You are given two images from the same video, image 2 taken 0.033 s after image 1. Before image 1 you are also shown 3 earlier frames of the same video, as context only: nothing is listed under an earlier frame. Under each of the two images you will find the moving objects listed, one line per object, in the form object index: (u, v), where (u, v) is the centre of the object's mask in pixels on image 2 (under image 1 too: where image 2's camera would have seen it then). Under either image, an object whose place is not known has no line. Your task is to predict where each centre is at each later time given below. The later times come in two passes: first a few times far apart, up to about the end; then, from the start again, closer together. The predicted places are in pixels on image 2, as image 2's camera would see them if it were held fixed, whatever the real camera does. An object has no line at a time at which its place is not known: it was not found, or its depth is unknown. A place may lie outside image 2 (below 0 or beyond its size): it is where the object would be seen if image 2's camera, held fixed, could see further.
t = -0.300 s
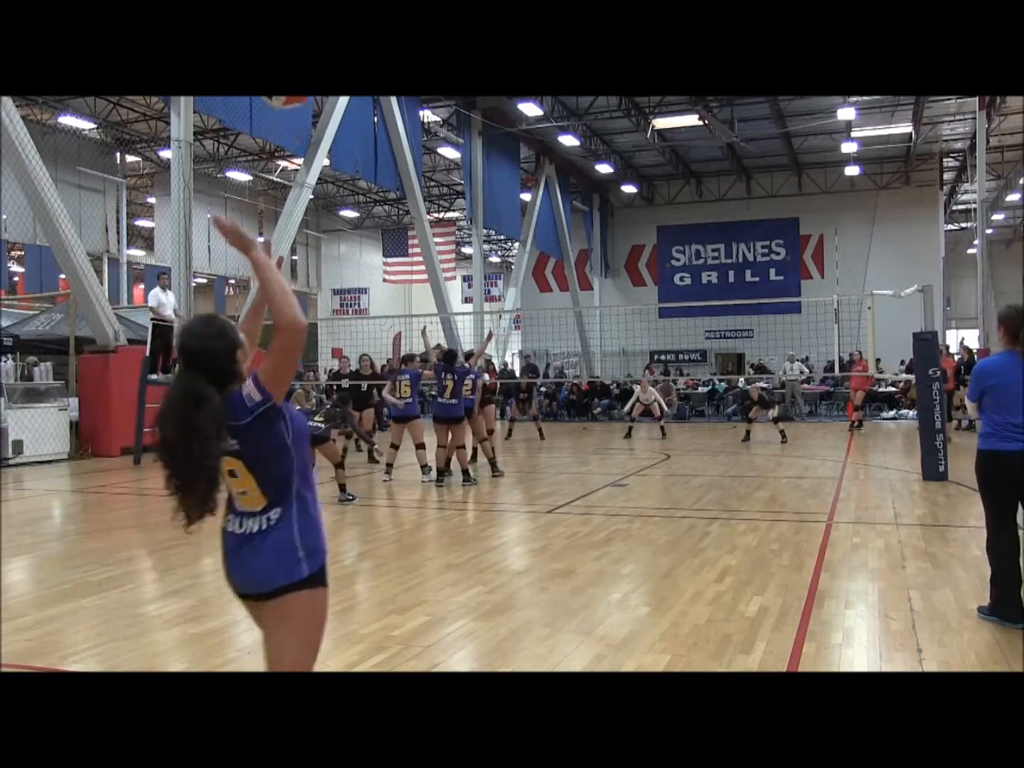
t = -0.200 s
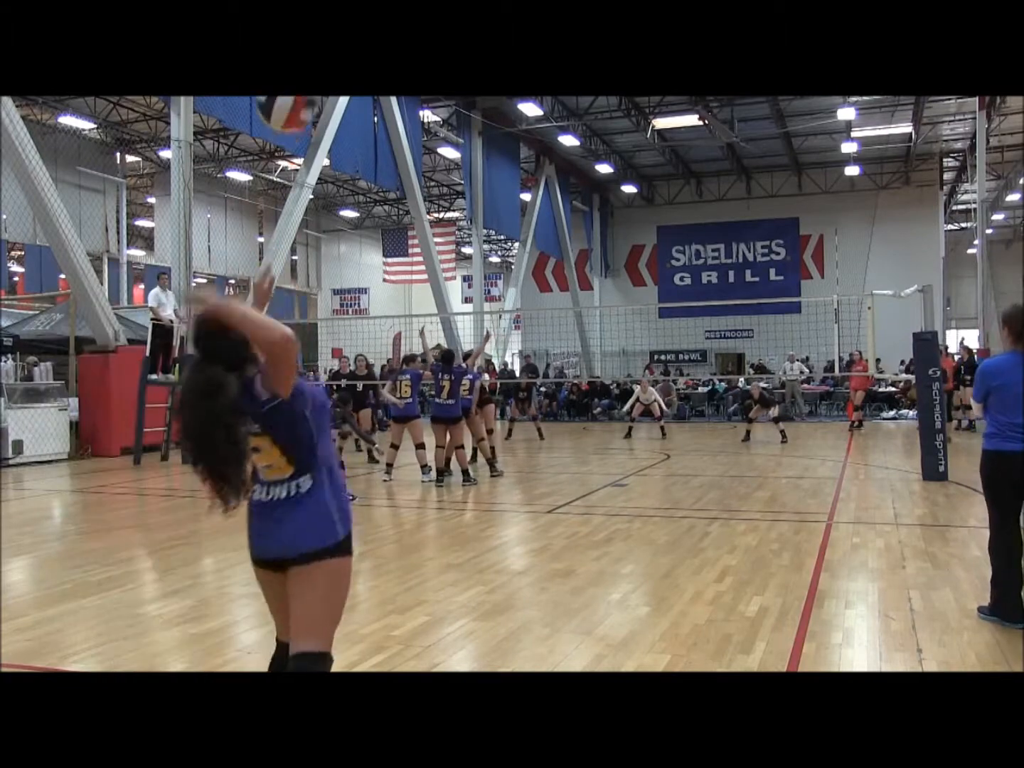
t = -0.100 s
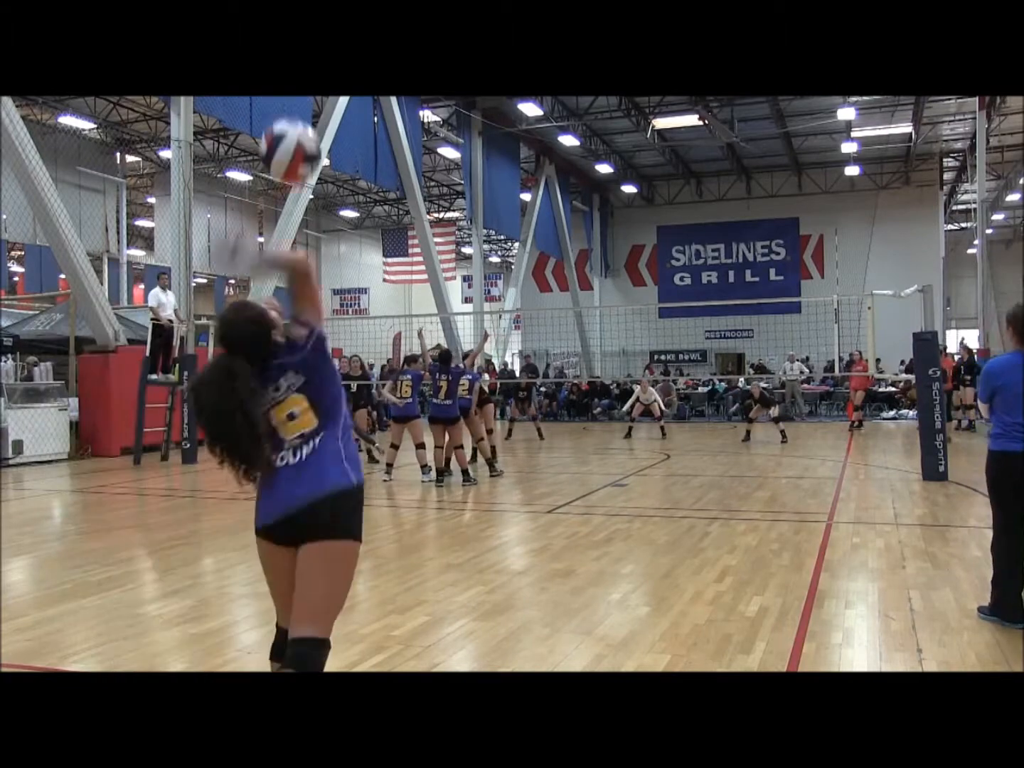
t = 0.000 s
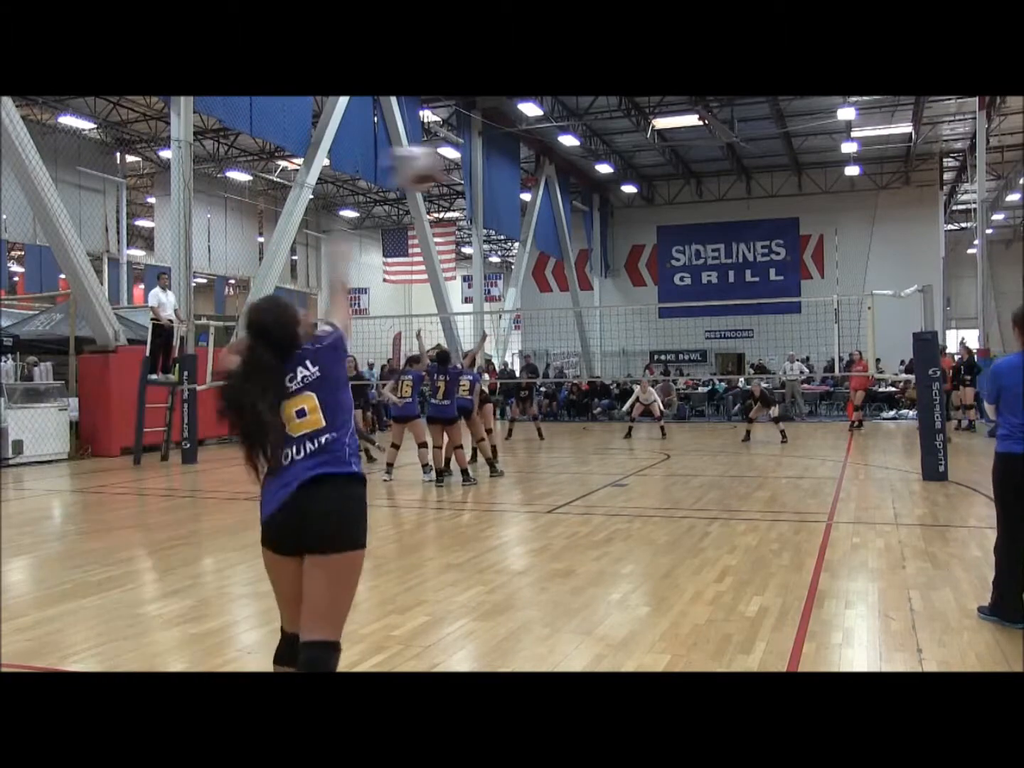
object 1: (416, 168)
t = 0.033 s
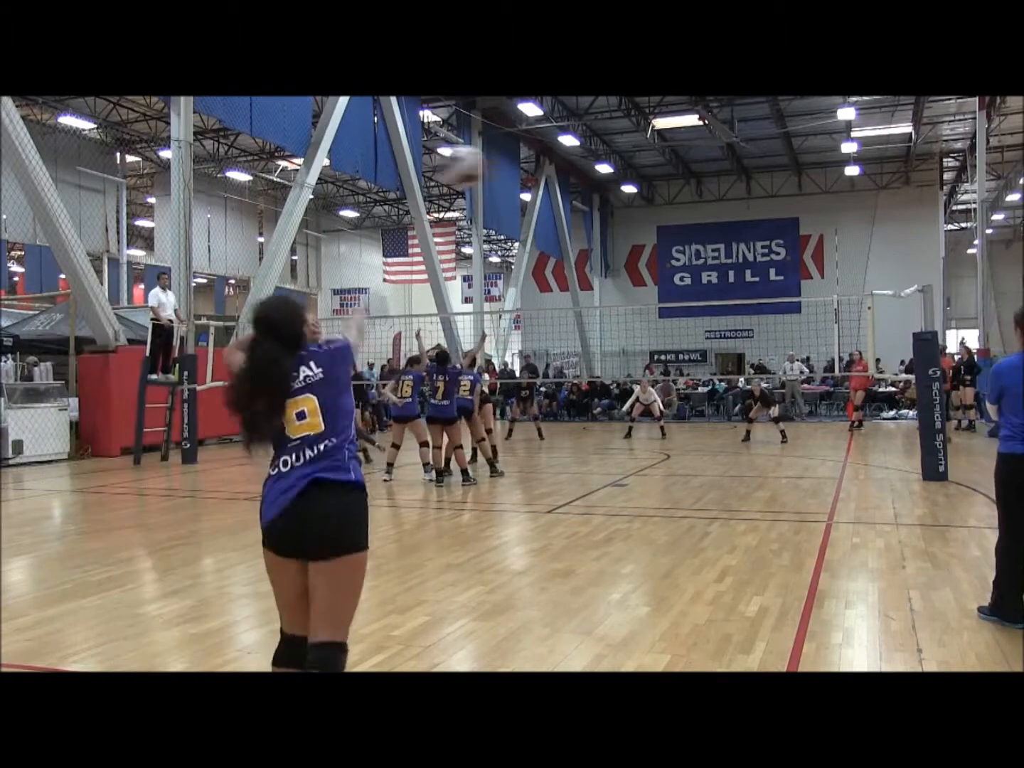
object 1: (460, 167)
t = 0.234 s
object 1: (604, 185)
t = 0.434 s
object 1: (665, 221)
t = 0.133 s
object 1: (551, 169)
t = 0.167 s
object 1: (572, 175)
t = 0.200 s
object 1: (588, 179)
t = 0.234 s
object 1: (604, 185)
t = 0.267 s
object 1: (616, 189)
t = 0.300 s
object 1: (629, 196)
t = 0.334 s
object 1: (639, 203)
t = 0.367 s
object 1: (648, 209)
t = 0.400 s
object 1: (658, 215)
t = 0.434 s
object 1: (665, 221)
